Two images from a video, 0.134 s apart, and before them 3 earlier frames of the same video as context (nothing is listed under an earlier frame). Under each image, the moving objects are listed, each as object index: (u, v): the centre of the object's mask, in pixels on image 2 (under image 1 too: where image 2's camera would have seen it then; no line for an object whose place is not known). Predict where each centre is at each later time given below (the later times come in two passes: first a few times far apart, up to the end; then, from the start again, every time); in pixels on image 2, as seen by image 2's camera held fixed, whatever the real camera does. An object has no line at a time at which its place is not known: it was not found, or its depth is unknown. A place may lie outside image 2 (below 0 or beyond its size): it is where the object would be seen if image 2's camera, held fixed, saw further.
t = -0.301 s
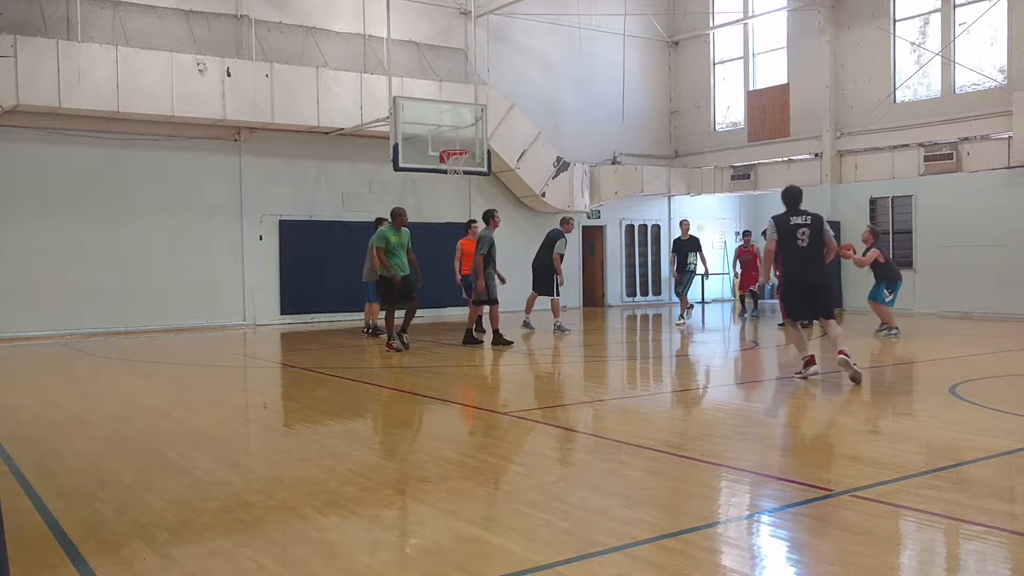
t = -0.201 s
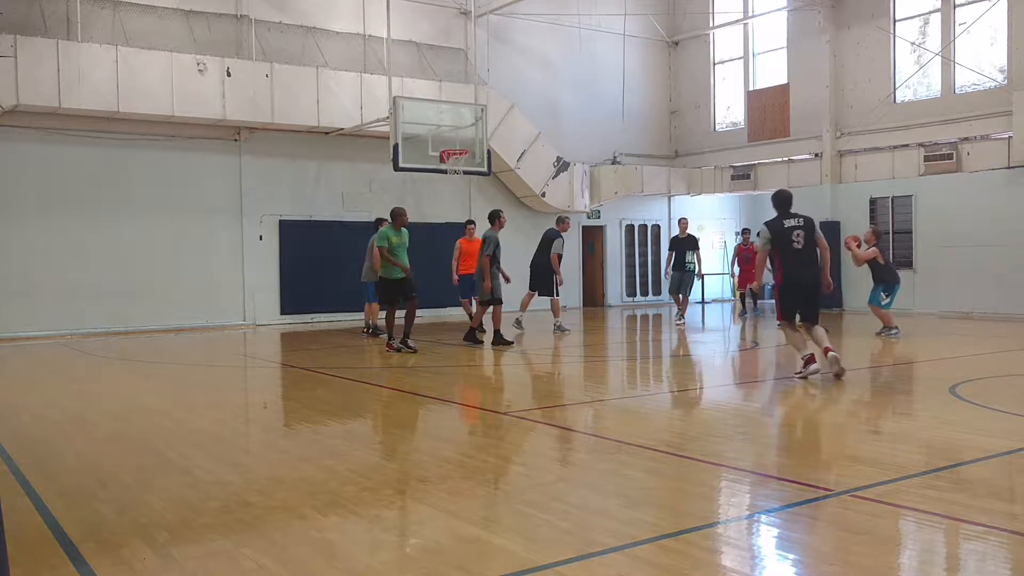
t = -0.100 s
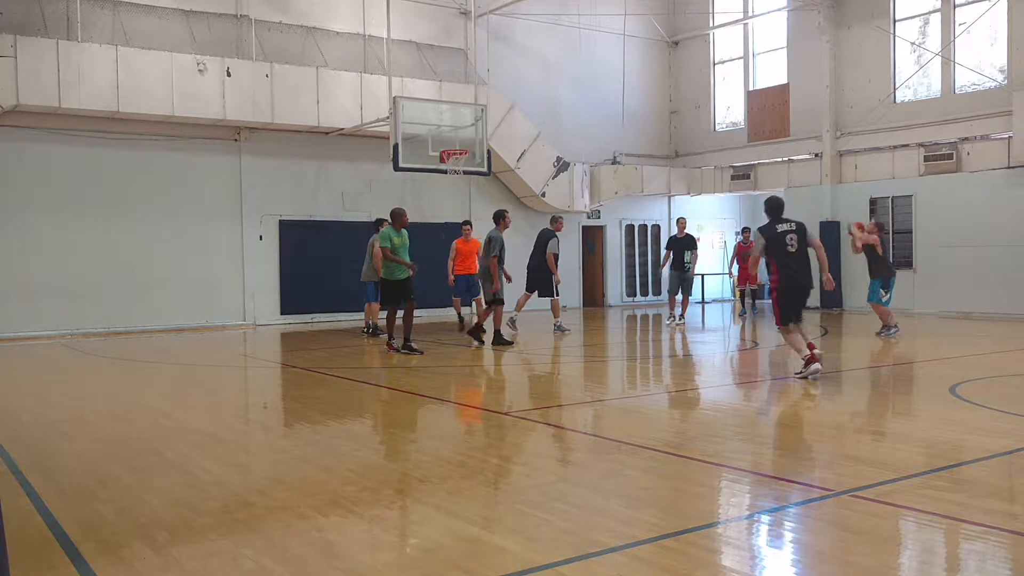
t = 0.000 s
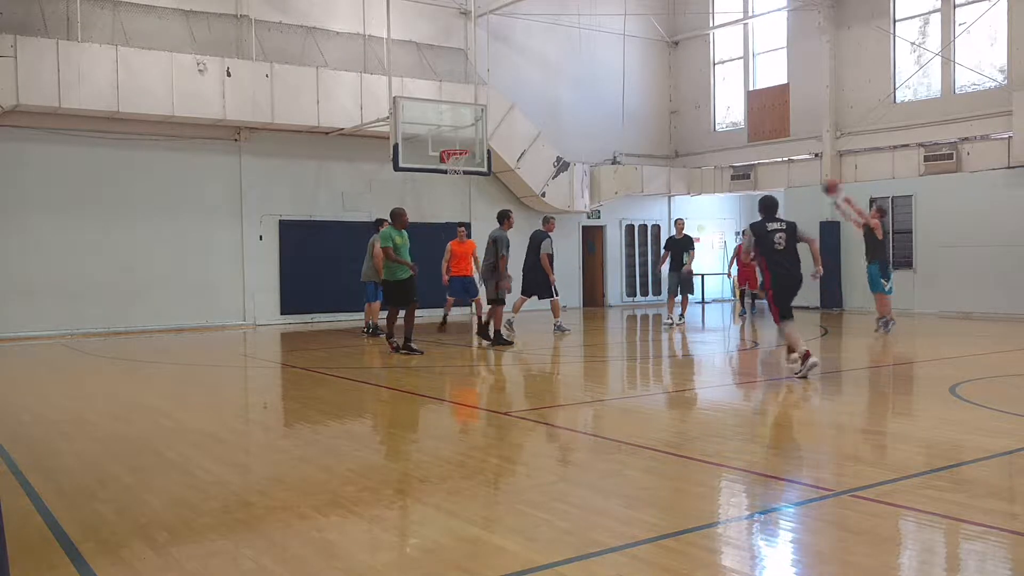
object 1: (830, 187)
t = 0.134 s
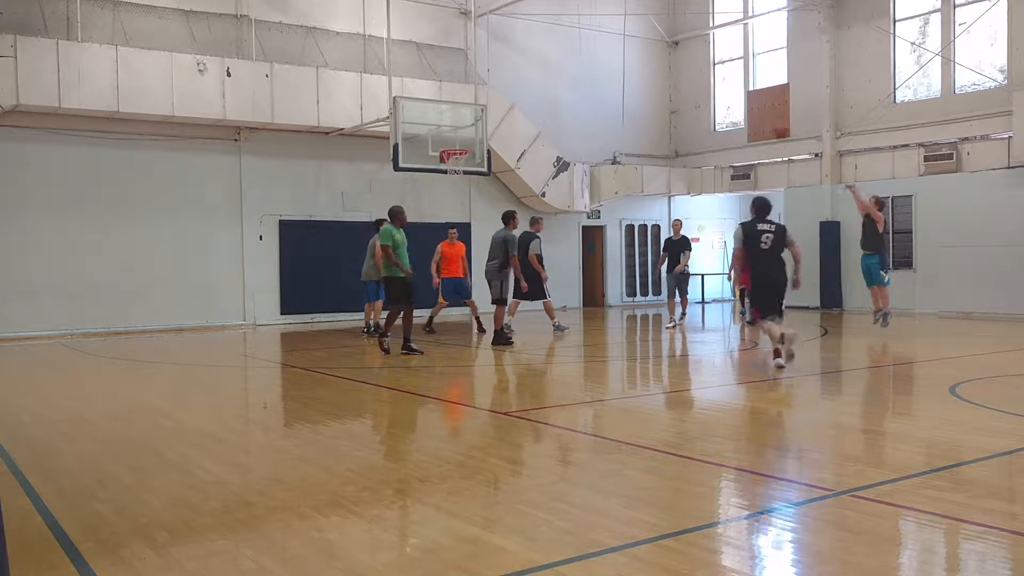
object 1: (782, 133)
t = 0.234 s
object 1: (745, 100)
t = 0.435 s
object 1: (679, 54)
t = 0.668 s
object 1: (608, 37)
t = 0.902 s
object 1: (543, 53)
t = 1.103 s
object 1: (492, 91)
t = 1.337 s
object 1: (453, 140)
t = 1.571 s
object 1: (506, 102)
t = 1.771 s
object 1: (554, 94)
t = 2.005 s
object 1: (614, 116)
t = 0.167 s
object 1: (768, 119)
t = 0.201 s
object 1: (757, 110)
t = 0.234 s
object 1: (745, 100)
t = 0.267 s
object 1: (734, 89)
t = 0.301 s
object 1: (723, 80)
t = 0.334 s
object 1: (711, 73)
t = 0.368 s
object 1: (701, 66)
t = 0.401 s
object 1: (690, 60)
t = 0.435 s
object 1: (679, 54)
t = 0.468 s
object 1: (669, 50)
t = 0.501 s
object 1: (659, 46)
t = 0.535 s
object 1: (648, 42)
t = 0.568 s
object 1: (638, 40)
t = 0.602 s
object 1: (628, 38)
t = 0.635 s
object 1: (618, 37)
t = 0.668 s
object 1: (608, 37)
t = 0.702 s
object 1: (599, 37)
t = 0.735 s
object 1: (589, 38)
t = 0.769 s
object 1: (580, 40)
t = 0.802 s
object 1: (571, 42)
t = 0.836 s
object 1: (562, 45)
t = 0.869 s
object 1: (553, 49)
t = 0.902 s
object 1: (543, 53)
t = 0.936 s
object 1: (535, 58)
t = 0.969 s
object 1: (526, 63)
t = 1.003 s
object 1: (517, 69)
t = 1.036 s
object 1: (509, 76)
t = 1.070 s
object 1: (500, 83)
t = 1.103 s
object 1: (492, 91)
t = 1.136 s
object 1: (484, 100)
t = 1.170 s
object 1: (476, 109)
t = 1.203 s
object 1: (469, 119)
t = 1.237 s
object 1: (461, 129)
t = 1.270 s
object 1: (453, 139)
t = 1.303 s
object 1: (448, 148)
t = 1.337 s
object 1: (453, 140)
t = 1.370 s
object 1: (462, 133)
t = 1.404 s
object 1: (469, 126)
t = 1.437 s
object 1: (476, 120)
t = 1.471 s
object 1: (483, 115)
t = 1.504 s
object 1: (491, 110)
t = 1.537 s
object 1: (498, 105)
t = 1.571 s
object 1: (506, 102)
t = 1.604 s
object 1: (514, 98)
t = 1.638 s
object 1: (521, 96)
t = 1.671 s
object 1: (530, 94)
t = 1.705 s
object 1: (538, 94)
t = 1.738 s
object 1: (546, 93)
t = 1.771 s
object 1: (554, 94)
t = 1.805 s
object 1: (563, 95)
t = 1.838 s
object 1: (571, 97)
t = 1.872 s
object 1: (579, 99)
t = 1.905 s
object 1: (588, 102)
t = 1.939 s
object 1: (597, 106)
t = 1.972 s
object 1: (606, 111)
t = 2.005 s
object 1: (614, 116)
